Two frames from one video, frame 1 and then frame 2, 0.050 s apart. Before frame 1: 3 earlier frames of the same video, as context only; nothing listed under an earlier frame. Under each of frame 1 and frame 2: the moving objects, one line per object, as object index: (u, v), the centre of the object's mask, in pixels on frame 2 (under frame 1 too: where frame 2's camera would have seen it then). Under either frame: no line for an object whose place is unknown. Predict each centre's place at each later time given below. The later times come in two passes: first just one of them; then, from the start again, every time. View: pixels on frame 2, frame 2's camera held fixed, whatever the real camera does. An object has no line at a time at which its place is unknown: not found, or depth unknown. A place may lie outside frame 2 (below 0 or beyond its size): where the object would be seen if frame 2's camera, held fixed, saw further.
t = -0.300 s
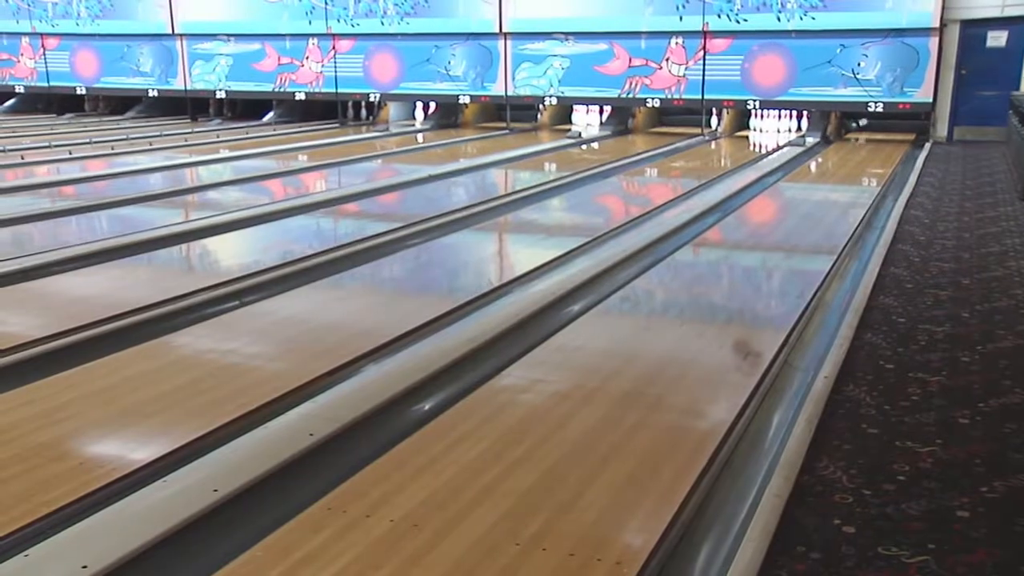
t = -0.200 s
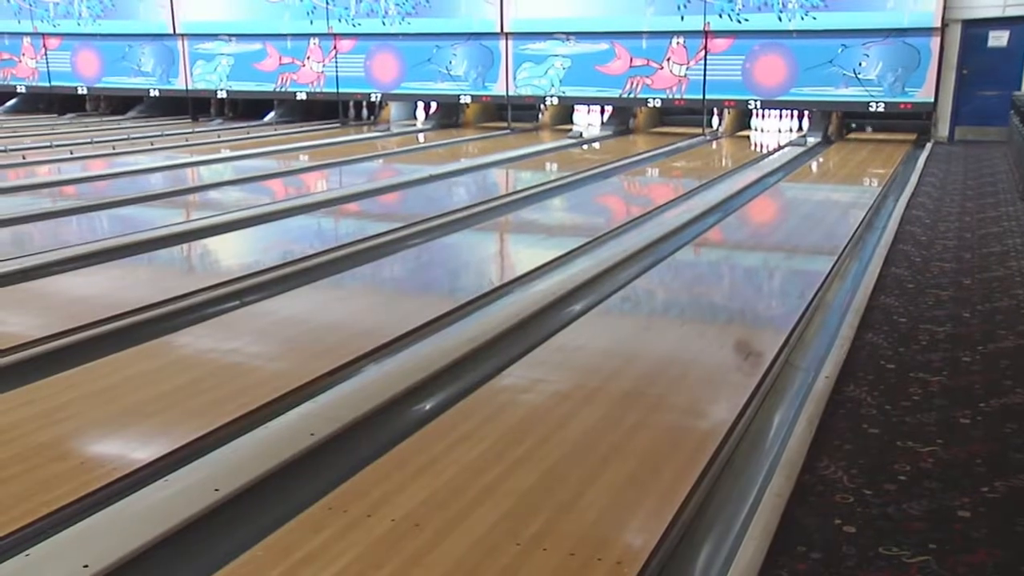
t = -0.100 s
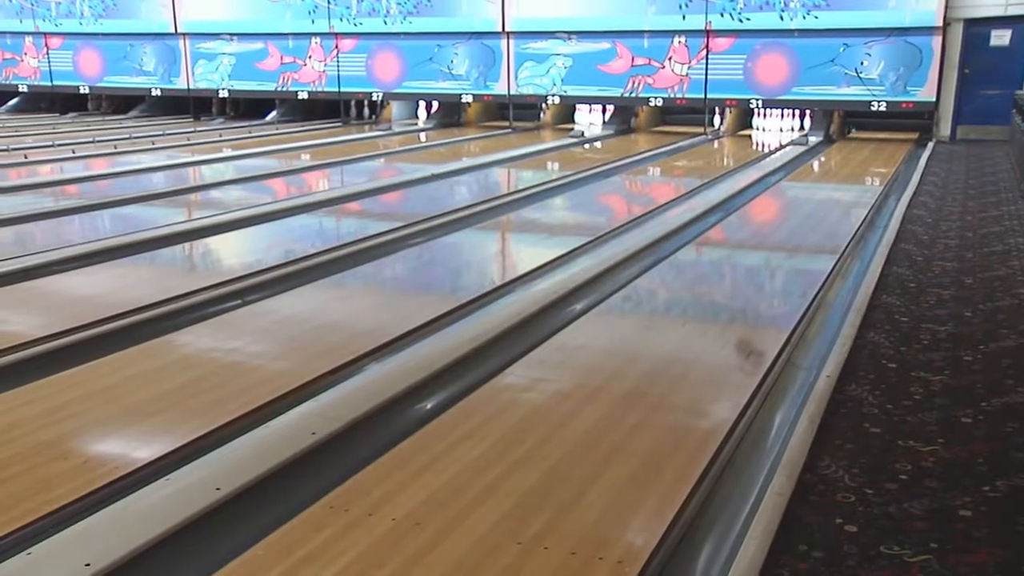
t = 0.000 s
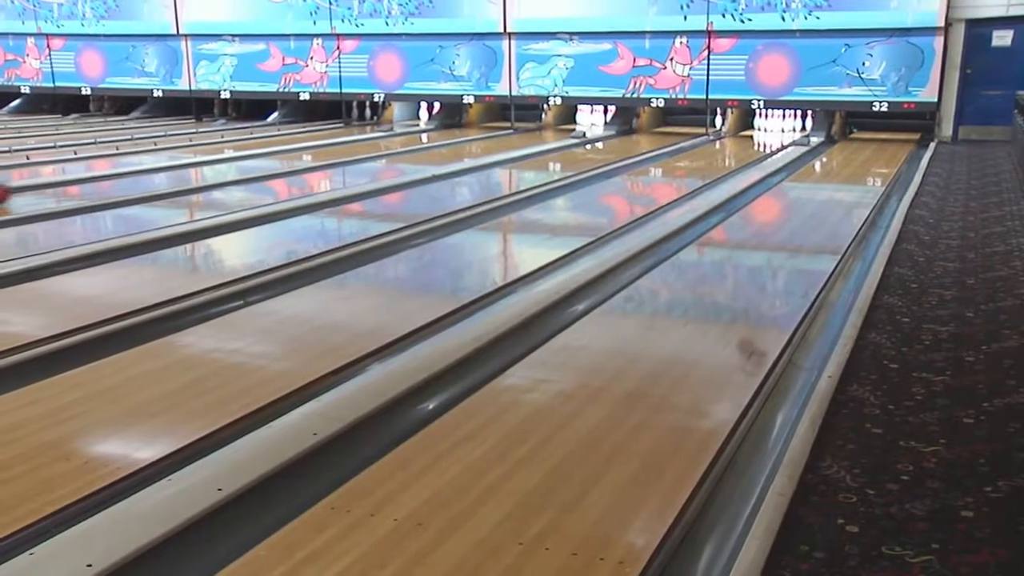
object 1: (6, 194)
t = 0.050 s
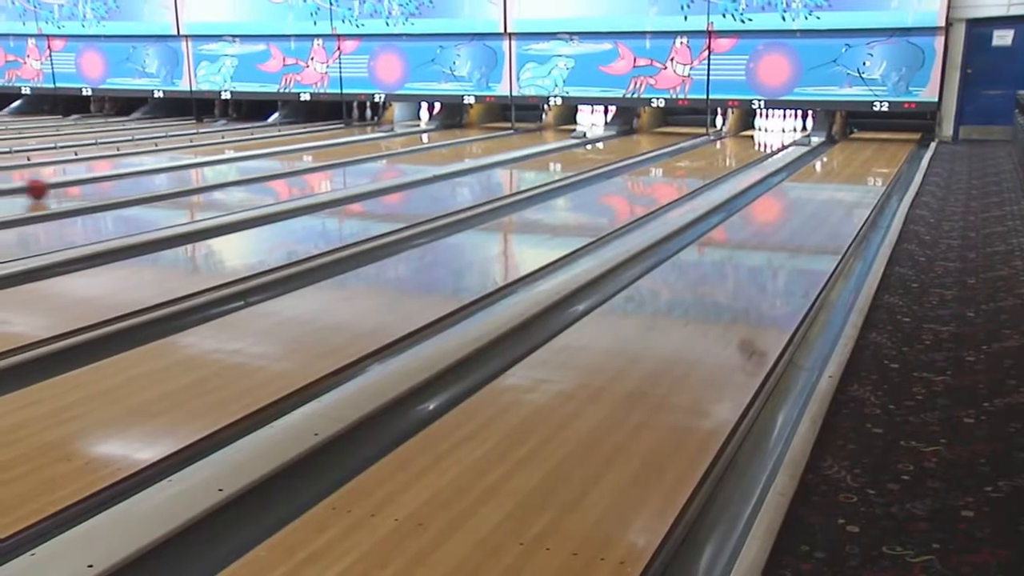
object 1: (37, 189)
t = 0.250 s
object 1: (158, 173)
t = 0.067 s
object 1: (49, 188)
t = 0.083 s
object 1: (60, 186)
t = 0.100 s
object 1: (71, 185)
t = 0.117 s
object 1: (81, 183)
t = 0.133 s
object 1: (91, 182)
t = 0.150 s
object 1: (101, 180)
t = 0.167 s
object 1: (111, 179)
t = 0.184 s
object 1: (121, 178)
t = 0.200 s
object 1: (130, 176)
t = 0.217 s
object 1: (140, 175)
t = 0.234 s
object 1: (149, 174)
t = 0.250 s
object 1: (158, 173)
